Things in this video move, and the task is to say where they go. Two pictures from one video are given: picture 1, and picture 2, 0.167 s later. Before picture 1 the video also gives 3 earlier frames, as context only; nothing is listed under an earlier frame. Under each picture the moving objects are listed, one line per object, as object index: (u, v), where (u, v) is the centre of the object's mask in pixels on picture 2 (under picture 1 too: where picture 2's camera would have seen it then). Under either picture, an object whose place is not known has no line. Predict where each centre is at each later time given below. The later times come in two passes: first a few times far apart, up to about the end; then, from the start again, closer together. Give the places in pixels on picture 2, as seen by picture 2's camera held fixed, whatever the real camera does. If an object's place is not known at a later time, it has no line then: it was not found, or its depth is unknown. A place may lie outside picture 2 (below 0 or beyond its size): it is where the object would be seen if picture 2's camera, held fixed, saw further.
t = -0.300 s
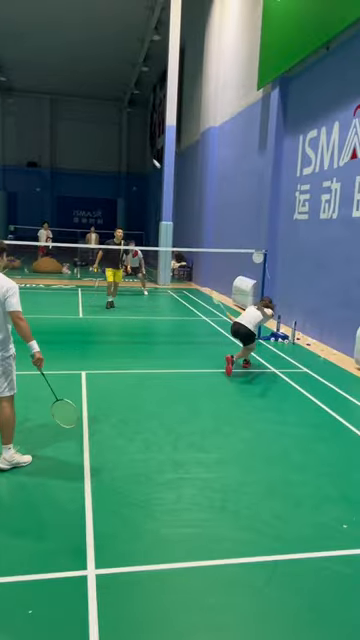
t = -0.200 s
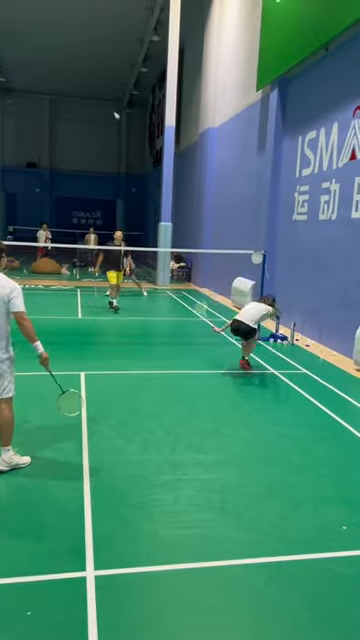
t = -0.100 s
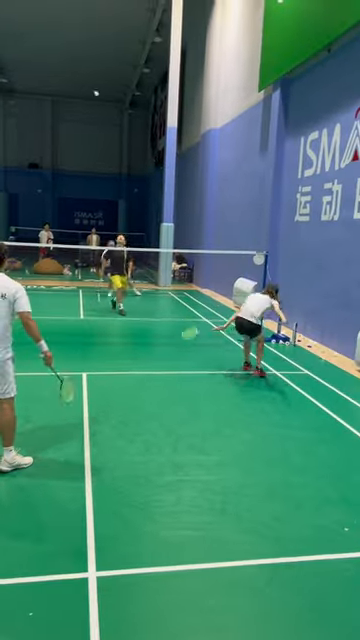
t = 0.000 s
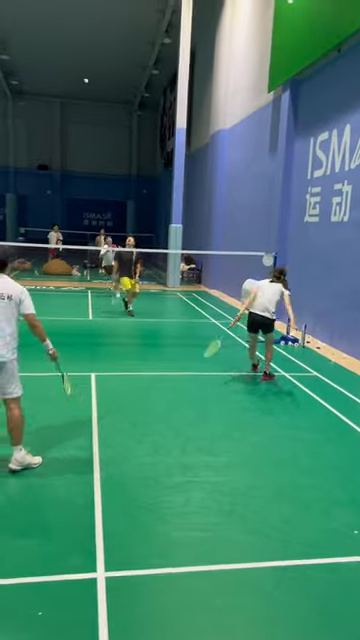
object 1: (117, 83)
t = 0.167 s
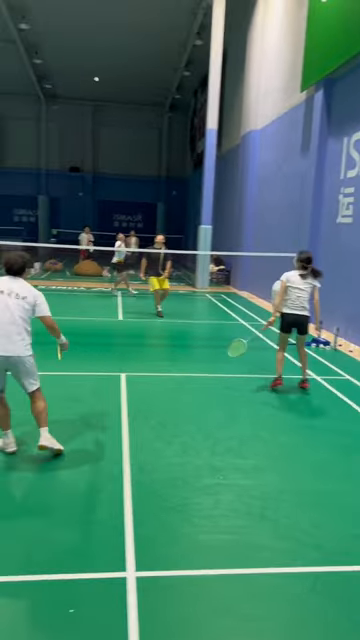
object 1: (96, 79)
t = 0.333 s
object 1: (80, 90)
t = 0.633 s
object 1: (63, 136)
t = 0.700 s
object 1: (60, 149)
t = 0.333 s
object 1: (80, 90)
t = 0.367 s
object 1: (78, 93)
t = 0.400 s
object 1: (76, 97)
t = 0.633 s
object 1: (63, 136)
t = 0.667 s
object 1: (61, 143)
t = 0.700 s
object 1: (60, 149)
